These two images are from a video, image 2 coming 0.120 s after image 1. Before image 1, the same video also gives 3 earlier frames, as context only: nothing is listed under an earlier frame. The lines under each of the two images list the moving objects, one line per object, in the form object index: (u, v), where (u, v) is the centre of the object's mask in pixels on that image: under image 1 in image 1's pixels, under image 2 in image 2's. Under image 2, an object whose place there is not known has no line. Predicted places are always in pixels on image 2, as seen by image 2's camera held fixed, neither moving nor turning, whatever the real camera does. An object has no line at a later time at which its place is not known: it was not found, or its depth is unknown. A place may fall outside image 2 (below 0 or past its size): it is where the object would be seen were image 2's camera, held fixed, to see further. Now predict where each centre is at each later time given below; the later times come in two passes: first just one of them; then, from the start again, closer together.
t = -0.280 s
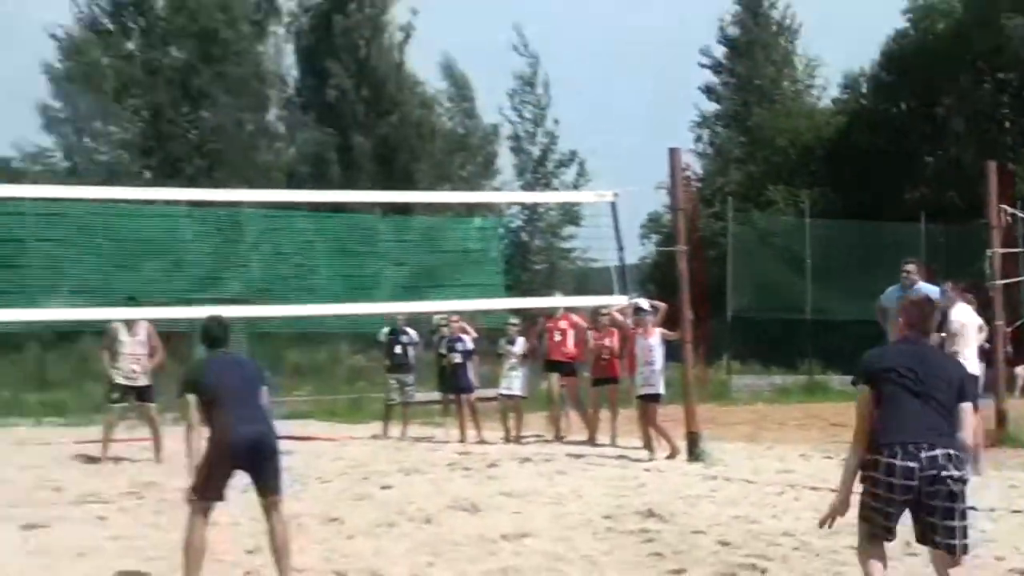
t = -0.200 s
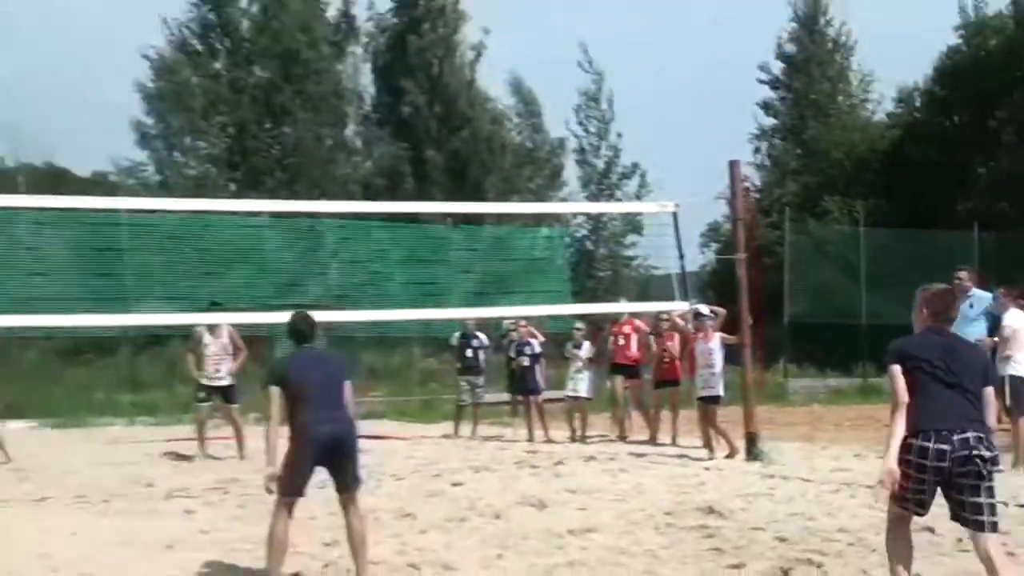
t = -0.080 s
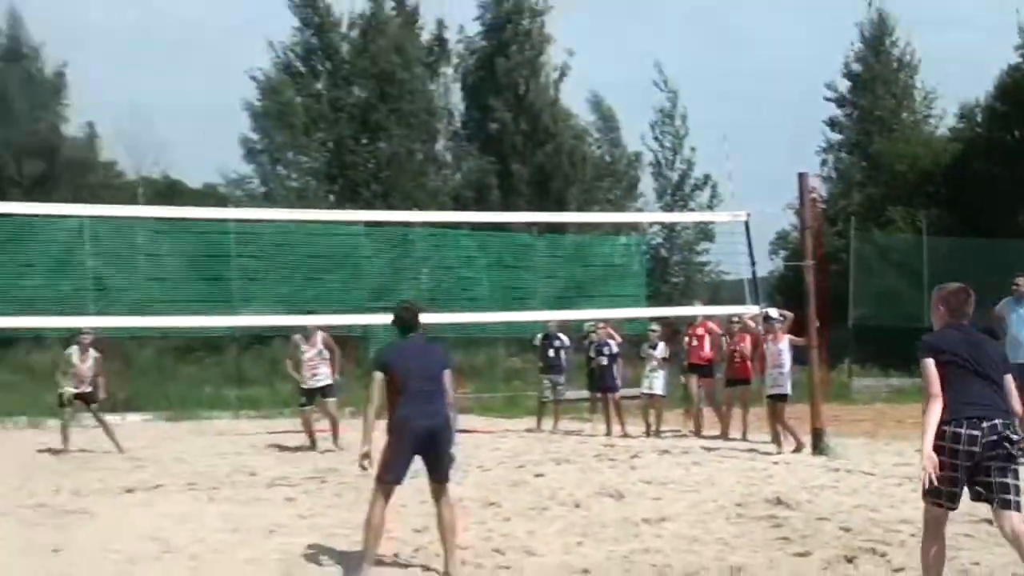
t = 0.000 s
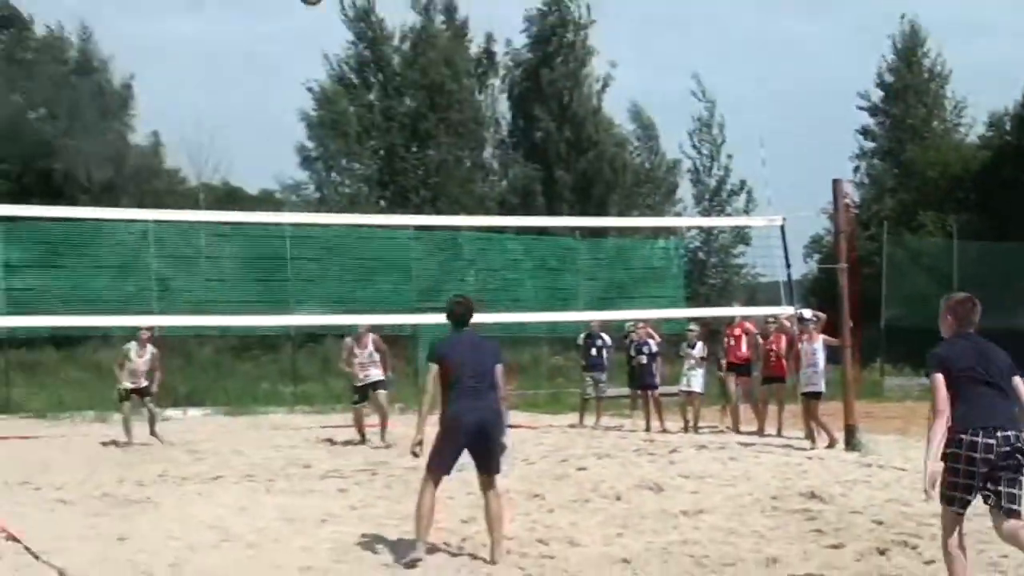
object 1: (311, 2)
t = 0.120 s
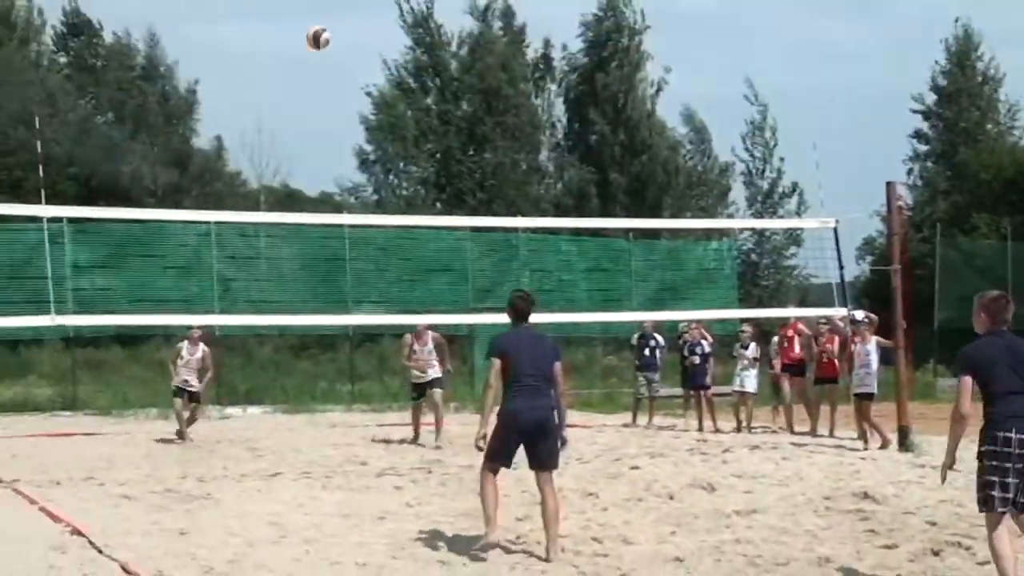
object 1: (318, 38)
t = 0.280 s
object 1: (261, 101)
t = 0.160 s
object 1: (302, 52)
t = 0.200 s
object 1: (287, 68)
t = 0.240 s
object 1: (274, 84)
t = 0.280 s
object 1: (261, 101)
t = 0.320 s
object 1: (249, 119)
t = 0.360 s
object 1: (237, 138)
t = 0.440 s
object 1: (215, 178)
